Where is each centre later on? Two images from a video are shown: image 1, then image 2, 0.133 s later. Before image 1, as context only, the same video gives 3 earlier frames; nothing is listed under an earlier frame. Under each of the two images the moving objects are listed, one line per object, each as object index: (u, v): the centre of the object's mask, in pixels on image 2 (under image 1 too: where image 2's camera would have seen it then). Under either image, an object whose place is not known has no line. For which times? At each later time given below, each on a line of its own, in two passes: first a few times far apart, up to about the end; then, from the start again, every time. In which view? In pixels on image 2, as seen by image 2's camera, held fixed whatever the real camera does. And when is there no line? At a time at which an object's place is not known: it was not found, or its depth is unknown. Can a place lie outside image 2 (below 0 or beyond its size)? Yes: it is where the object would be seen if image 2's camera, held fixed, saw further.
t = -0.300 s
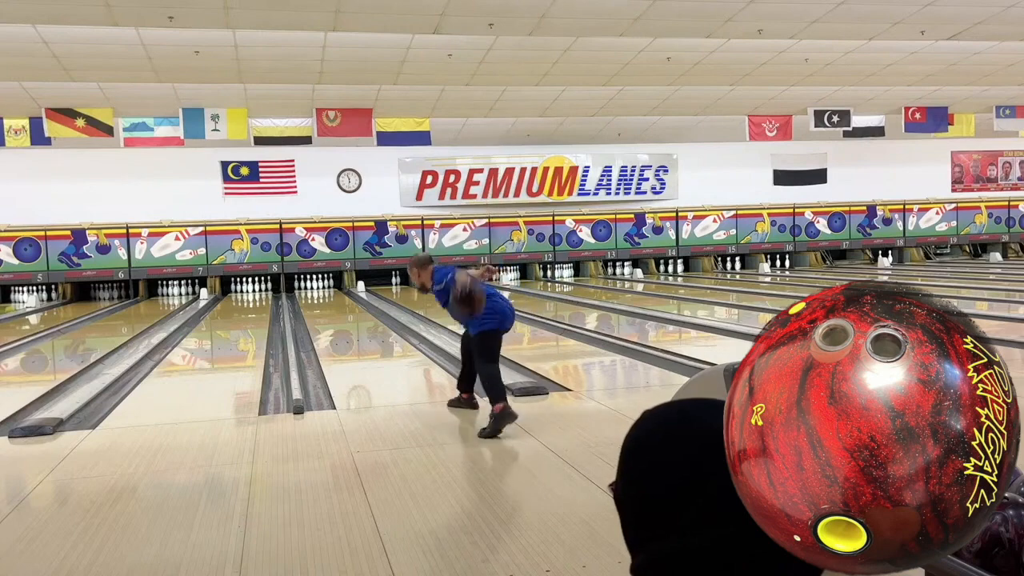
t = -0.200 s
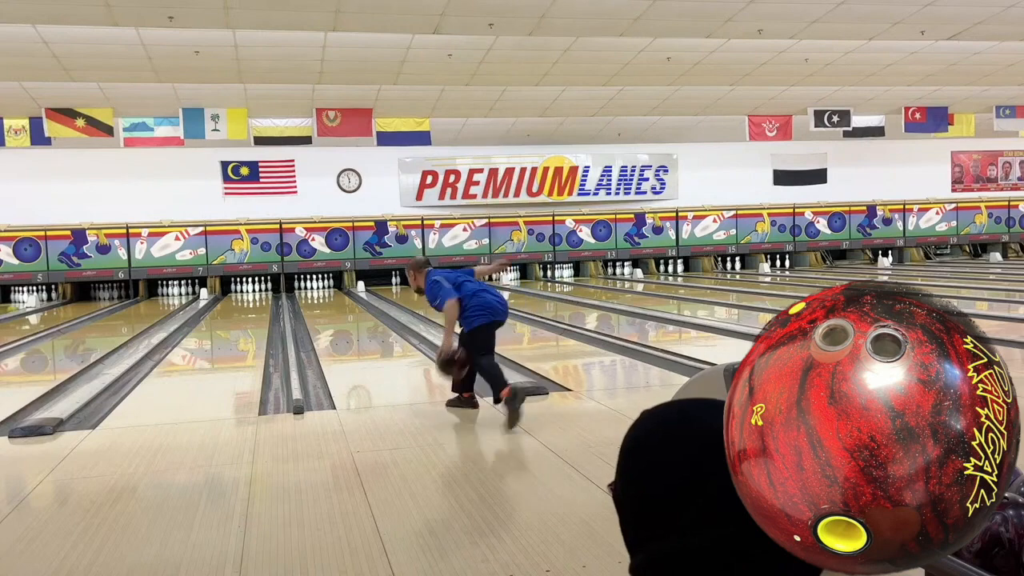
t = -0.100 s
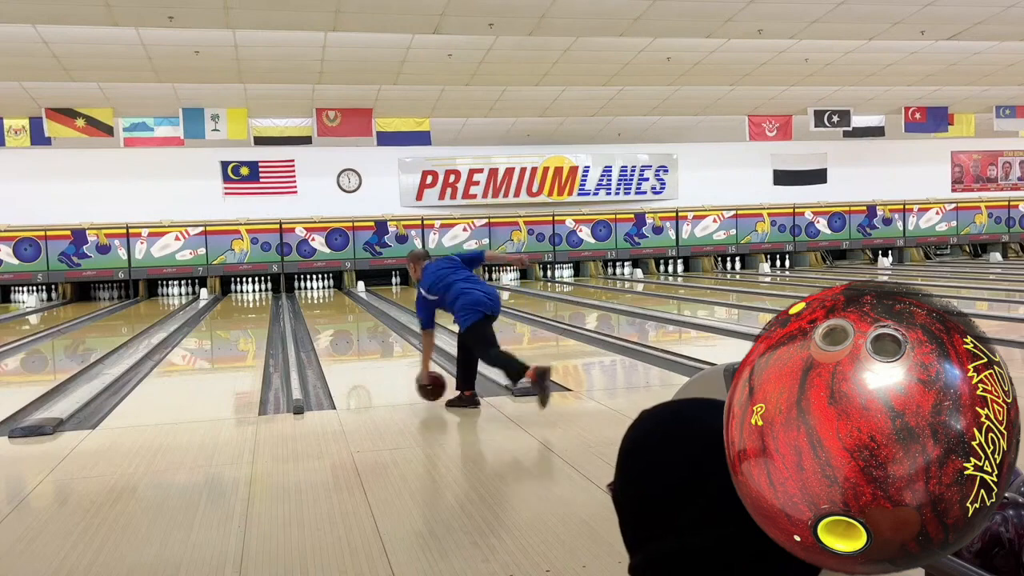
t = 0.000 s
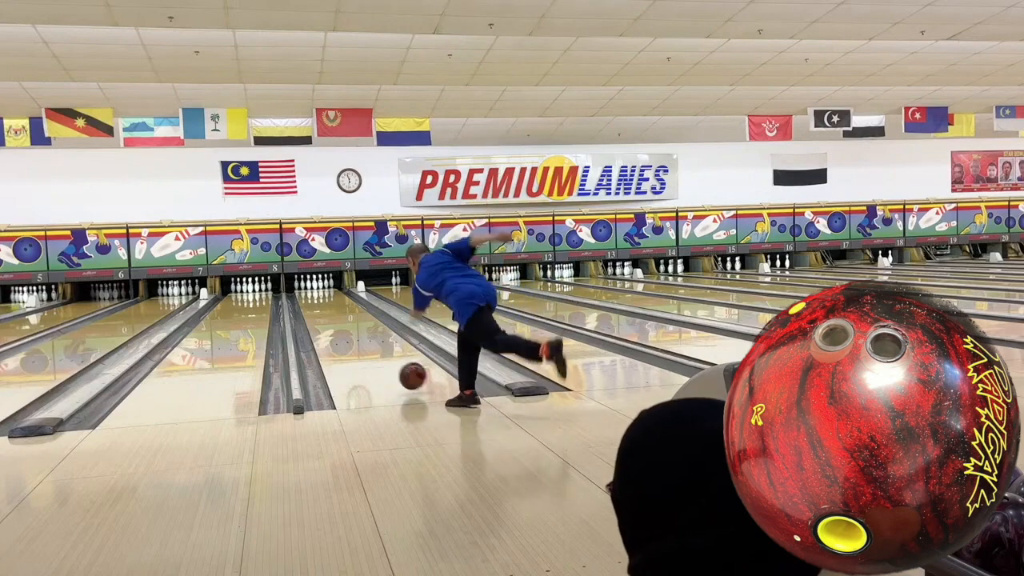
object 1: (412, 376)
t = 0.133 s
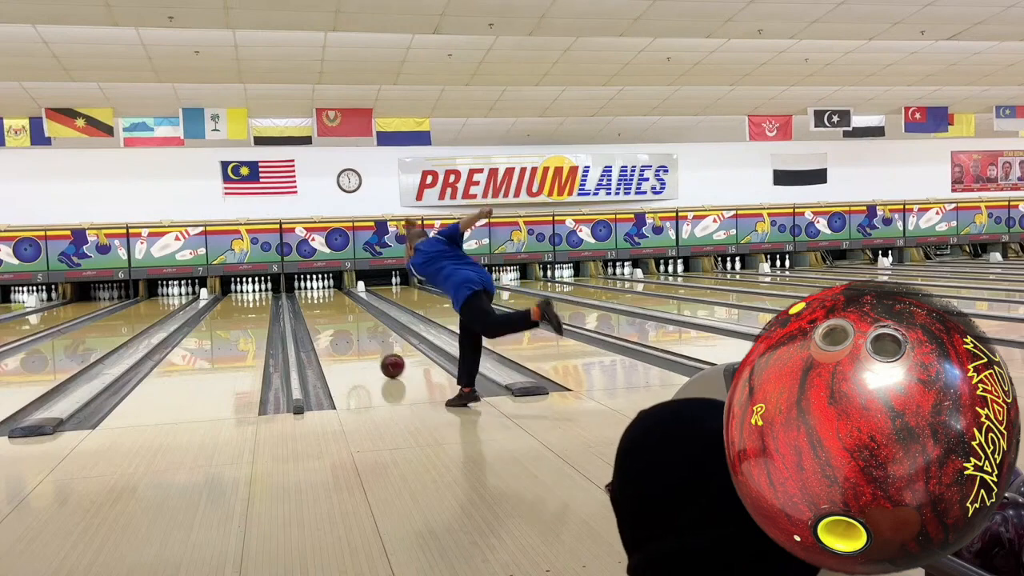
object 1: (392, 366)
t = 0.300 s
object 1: (373, 352)
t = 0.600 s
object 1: (348, 334)
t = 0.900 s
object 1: (331, 321)
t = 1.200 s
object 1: (319, 311)
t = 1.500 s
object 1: (311, 304)
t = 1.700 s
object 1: (307, 300)
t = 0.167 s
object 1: (388, 362)
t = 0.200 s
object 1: (384, 359)
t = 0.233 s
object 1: (380, 357)
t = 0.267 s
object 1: (376, 354)
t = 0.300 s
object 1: (373, 352)
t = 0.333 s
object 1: (370, 349)
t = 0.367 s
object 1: (366, 347)
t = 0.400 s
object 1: (363, 345)
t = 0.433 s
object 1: (360, 343)
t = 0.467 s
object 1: (358, 341)
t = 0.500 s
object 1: (355, 339)
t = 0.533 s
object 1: (352, 337)
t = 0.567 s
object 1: (350, 335)
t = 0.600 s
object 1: (348, 334)
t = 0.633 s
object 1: (346, 332)
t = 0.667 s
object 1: (343, 330)
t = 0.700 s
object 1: (341, 329)
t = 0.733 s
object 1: (339, 327)
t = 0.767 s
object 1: (337, 326)
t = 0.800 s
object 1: (336, 325)
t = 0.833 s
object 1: (334, 323)
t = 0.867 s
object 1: (332, 322)
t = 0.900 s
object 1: (331, 321)
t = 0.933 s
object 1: (329, 320)
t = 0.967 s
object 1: (328, 318)
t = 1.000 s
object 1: (326, 317)
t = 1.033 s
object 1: (325, 316)
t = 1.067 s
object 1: (324, 315)
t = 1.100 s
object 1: (322, 314)
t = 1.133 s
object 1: (321, 313)
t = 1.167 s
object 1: (320, 312)
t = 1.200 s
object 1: (319, 311)
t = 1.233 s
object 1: (318, 310)
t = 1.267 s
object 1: (317, 309)
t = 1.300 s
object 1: (316, 309)
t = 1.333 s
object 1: (315, 308)
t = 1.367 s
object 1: (314, 307)
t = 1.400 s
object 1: (313, 306)
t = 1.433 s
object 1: (312, 305)
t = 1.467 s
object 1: (312, 305)
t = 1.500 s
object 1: (311, 304)
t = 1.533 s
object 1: (310, 304)
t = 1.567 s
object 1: (309, 303)
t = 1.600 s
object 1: (309, 302)
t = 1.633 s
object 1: (308, 301)
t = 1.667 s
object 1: (308, 301)
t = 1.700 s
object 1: (307, 300)
